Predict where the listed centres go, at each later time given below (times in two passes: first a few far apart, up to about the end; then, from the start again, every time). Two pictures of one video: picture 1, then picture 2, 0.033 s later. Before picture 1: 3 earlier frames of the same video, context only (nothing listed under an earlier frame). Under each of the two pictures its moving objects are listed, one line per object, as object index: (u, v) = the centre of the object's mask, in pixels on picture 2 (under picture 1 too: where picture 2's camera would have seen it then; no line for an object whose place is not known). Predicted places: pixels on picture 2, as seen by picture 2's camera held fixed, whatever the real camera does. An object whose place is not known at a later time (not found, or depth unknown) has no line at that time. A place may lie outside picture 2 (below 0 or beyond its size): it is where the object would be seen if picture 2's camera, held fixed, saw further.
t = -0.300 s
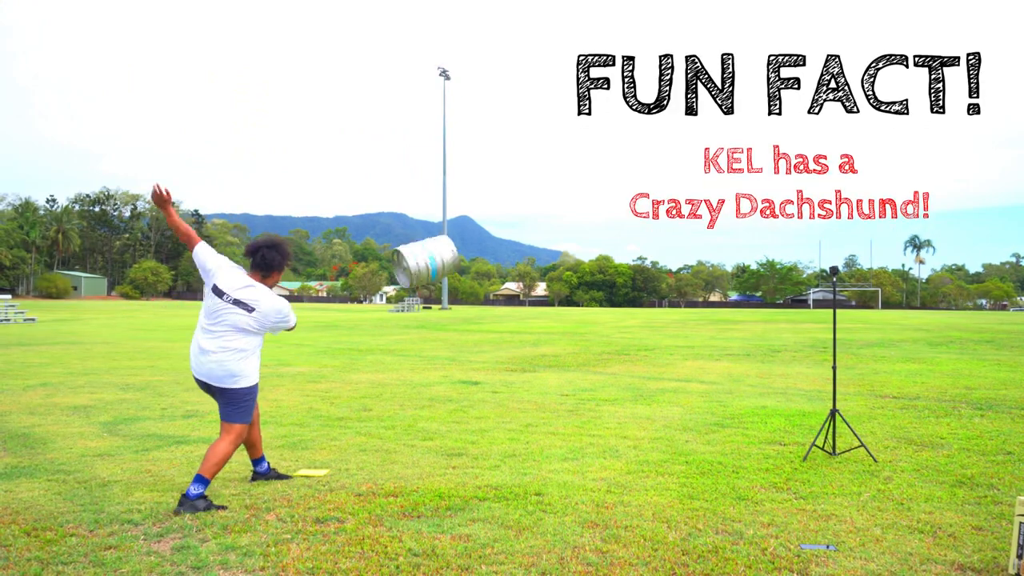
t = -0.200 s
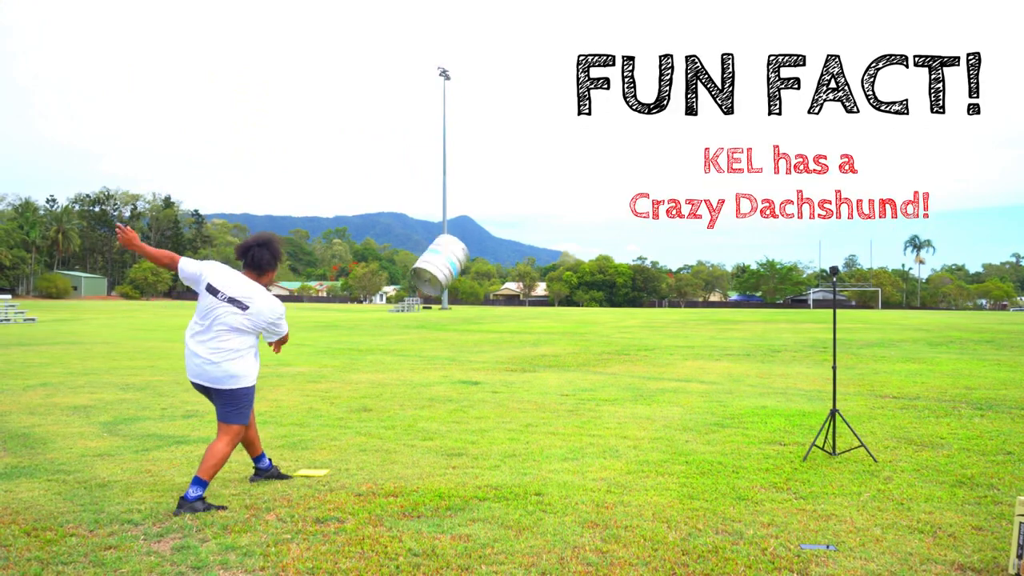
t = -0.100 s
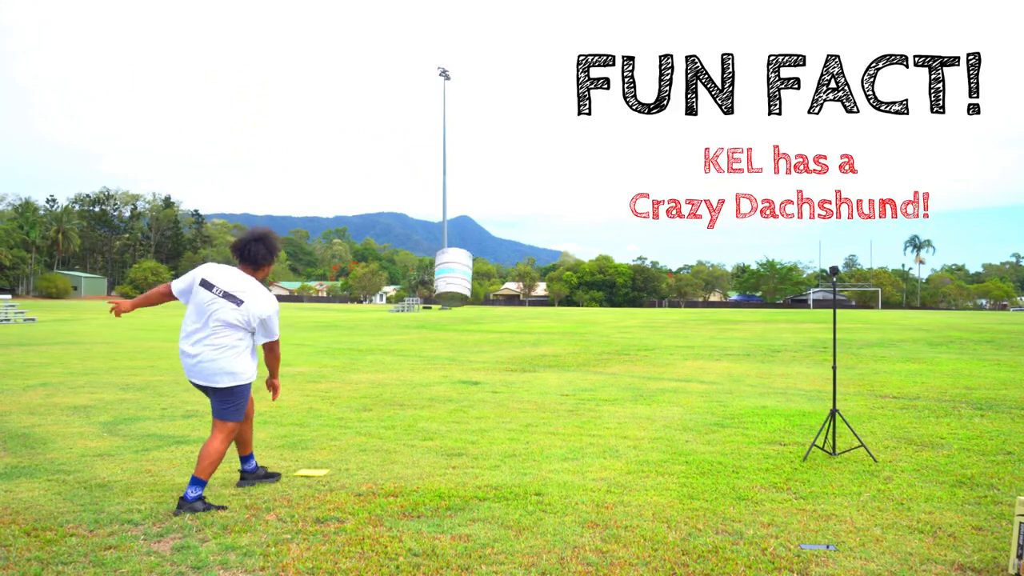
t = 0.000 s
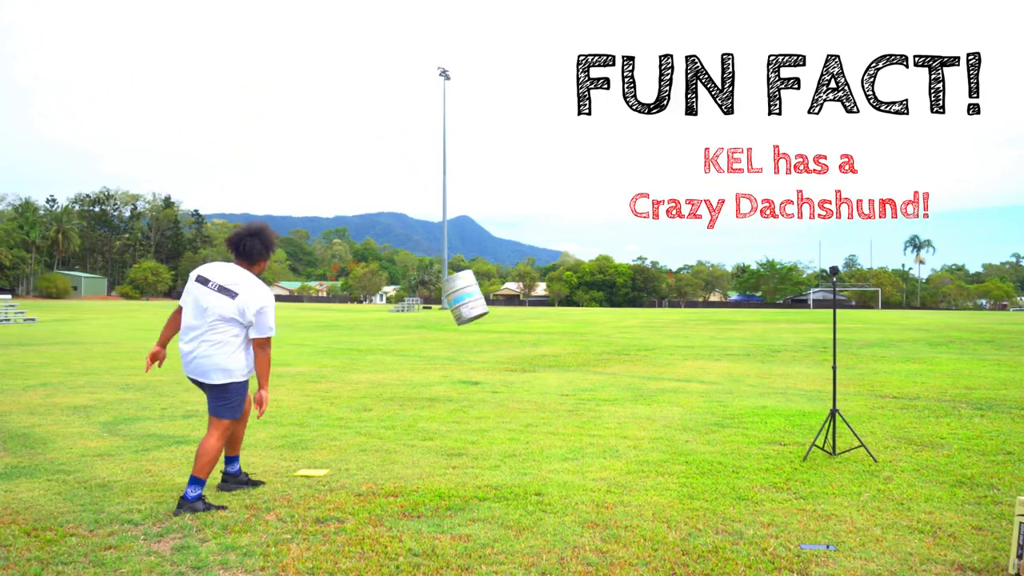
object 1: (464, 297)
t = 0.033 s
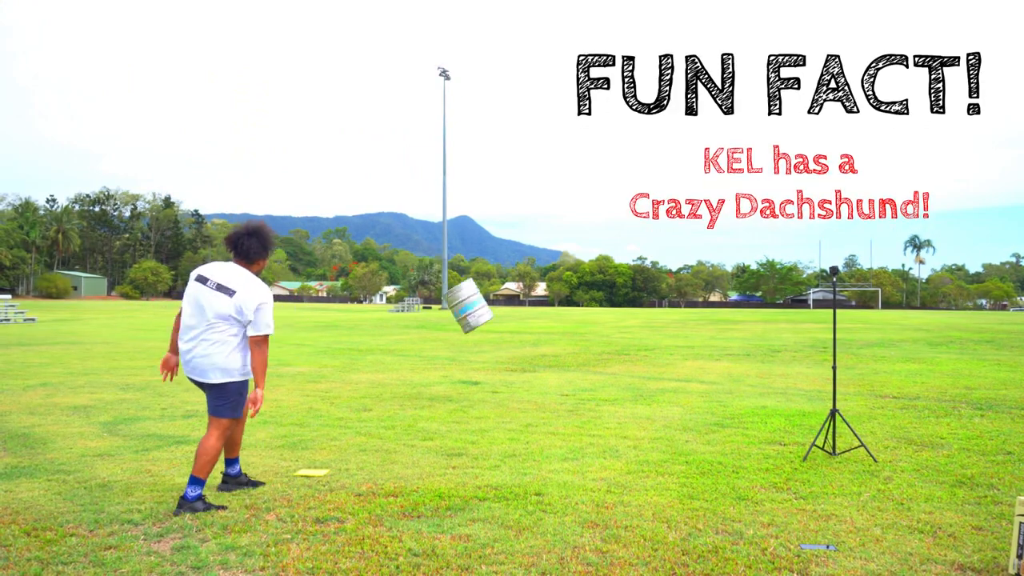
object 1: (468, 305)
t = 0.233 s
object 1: (486, 367)
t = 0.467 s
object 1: (491, 363)
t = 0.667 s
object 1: (490, 364)
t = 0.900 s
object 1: (494, 363)
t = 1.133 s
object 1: (500, 364)
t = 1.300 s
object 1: (509, 365)
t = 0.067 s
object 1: (471, 314)
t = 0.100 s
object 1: (475, 324)
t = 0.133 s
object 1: (478, 334)
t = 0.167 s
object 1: (481, 344)
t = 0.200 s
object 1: (484, 356)
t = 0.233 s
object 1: (486, 367)
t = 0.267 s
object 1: (489, 377)
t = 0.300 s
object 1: (489, 374)
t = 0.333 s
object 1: (490, 370)
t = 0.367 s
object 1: (490, 367)
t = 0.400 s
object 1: (490, 365)
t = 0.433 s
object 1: (491, 364)
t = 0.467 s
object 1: (491, 363)
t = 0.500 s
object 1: (491, 363)
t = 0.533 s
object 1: (491, 364)
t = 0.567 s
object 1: (491, 363)
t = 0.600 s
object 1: (490, 363)
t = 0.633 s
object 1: (490, 363)
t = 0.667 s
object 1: (490, 364)
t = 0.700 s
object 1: (490, 363)
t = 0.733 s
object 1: (490, 362)
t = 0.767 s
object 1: (491, 361)
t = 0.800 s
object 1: (492, 361)
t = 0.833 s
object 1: (493, 361)
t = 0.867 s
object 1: (493, 362)
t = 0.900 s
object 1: (494, 363)
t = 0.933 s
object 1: (494, 365)
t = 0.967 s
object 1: (494, 367)
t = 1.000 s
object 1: (495, 367)
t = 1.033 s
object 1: (497, 366)
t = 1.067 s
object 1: (497, 365)
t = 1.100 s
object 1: (499, 364)
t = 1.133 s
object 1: (500, 364)
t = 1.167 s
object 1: (501, 364)
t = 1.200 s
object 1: (503, 364)
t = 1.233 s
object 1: (505, 364)
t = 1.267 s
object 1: (507, 364)
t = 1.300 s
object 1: (509, 365)
